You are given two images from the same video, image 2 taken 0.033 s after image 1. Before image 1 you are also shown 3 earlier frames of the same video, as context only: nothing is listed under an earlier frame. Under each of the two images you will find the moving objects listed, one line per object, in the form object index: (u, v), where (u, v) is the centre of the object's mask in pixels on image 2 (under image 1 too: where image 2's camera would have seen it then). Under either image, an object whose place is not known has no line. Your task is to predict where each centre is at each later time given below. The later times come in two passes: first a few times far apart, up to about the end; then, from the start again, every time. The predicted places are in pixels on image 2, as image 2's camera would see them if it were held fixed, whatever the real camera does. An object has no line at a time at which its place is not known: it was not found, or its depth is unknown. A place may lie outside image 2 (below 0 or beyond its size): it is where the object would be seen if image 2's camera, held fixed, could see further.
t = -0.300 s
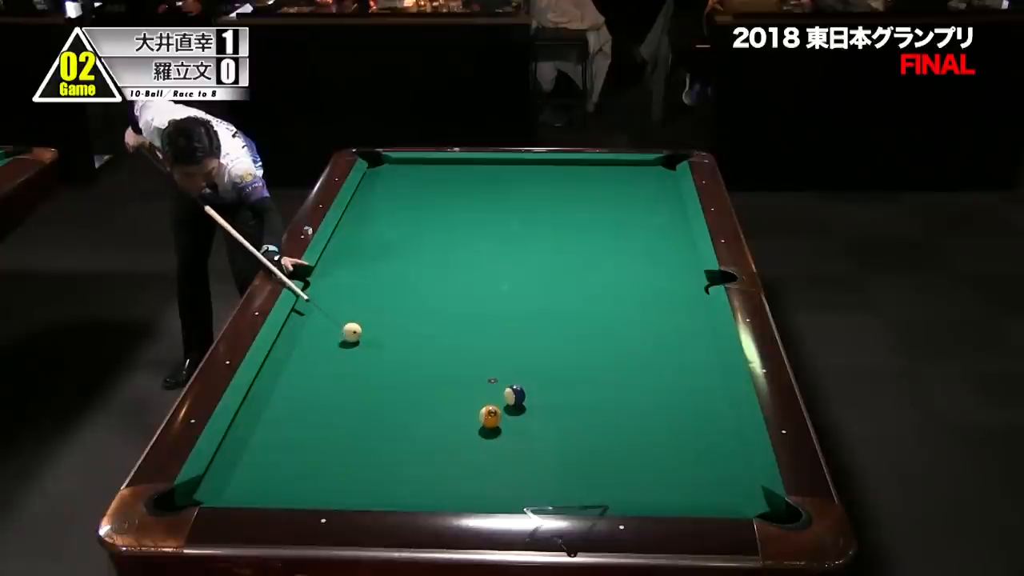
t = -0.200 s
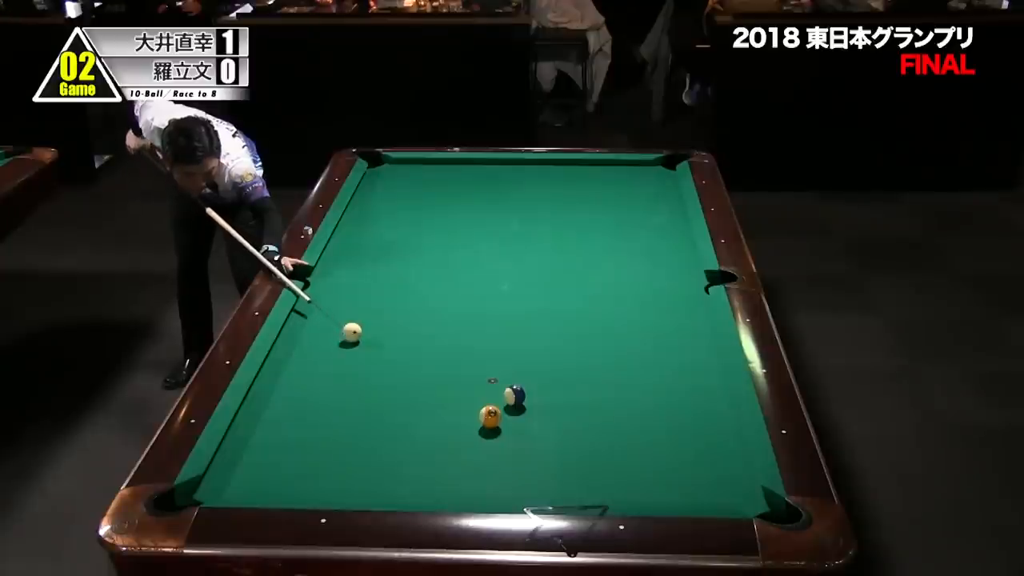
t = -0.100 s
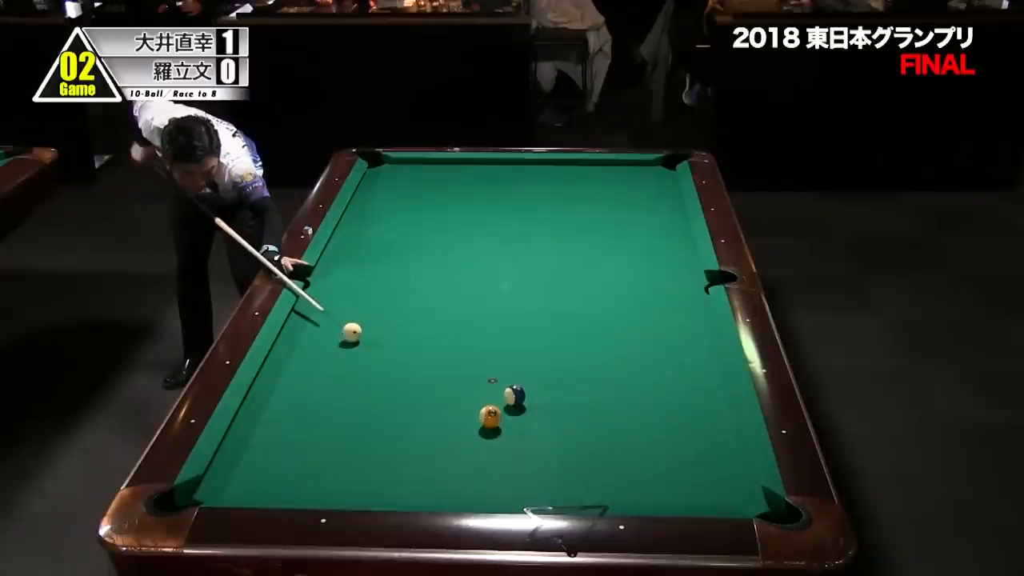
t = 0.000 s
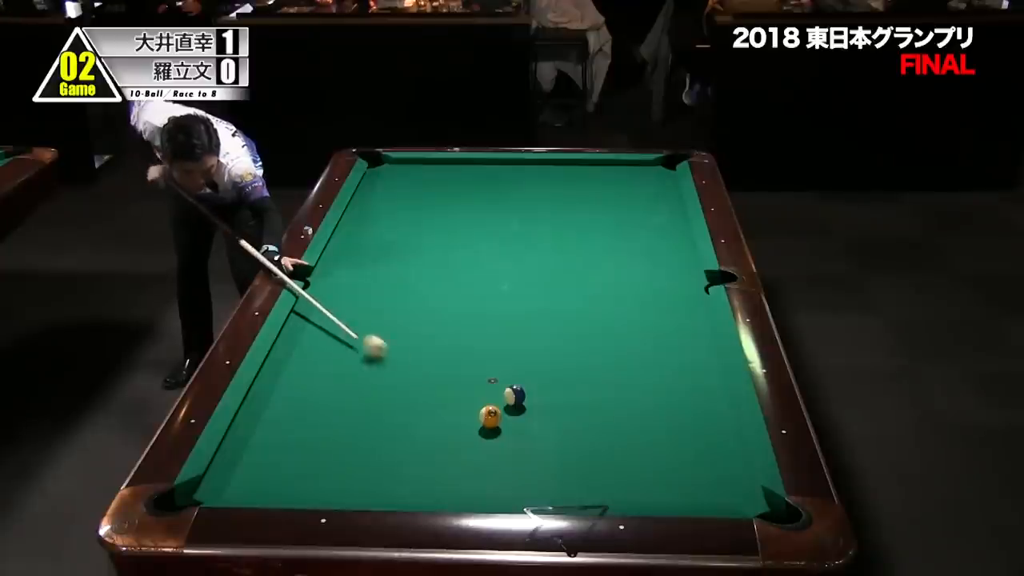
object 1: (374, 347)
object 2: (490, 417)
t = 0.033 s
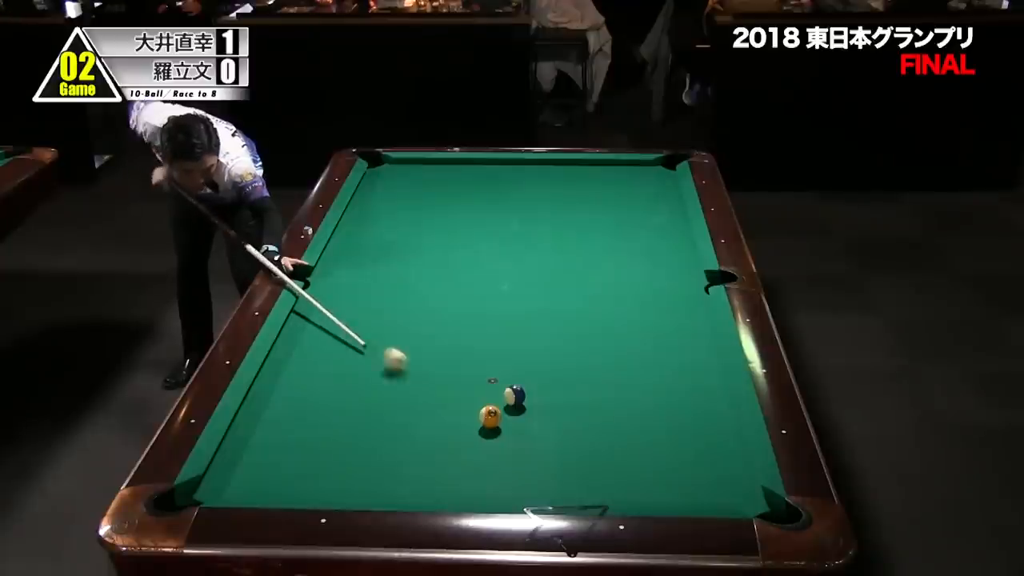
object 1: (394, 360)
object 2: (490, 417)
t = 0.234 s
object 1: (459, 423)
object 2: (556, 438)
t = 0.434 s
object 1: (439, 459)
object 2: (716, 489)
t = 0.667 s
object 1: (414, 490)
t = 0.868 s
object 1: (390, 471)
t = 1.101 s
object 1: (364, 448)
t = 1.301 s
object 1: (343, 431)
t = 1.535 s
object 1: (321, 412)
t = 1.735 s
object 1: (304, 398)
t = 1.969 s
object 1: (286, 382)
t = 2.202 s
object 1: (270, 368)
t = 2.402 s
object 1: (282, 360)
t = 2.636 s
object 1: (296, 352)
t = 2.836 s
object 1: (307, 345)
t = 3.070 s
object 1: (319, 338)
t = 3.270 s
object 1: (328, 333)
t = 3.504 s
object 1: (336, 327)
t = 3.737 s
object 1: (344, 322)
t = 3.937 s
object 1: (350, 318)
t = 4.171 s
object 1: (357, 314)
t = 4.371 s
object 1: (361, 312)
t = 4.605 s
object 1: (366, 309)
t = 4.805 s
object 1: (369, 307)
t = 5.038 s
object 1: (373, 305)
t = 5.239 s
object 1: (375, 304)
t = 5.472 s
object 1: (377, 304)
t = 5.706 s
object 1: (377, 304)
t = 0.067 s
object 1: (415, 373)
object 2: (490, 417)
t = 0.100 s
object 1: (436, 387)
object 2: (490, 417)
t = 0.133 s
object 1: (457, 401)
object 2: (490, 416)
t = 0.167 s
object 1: (470, 412)
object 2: (499, 420)
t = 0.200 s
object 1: (463, 418)
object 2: (527, 429)
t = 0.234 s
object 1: (459, 423)
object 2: (556, 438)
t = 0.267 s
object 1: (455, 429)
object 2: (584, 448)
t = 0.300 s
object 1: (452, 434)
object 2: (611, 456)
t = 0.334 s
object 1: (448, 440)
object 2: (638, 465)
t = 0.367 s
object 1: (445, 446)
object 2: (665, 473)
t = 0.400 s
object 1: (442, 452)
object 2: (691, 481)
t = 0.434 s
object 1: (439, 459)
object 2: (716, 489)
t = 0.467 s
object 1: (435, 465)
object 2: (742, 497)
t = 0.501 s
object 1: (432, 471)
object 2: (767, 506)
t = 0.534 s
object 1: (429, 478)
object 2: (783, 516)
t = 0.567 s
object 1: (425, 484)
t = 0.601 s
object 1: (422, 489)
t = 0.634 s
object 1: (419, 492)
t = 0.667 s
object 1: (414, 490)
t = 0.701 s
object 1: (410, 488)
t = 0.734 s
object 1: (406, 485)
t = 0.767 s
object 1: (402, 481)
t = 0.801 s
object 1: (398, 478)
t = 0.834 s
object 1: (394, 474)
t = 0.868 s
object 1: (390, 471)
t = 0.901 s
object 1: (386, 467)
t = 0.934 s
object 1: (382, 464)
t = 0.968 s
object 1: (378, 461)
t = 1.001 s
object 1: (374, 458)
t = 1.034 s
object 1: (370, 455)
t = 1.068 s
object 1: (367, 451)
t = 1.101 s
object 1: (364, 448)
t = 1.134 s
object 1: (360, 445)
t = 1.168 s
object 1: (356, 442)
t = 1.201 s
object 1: (353, 439)
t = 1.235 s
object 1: (350, 436)
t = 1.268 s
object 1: (346, 434)
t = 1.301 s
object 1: (343, 431)
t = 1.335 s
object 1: (340, 428)
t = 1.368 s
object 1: (336, 425)
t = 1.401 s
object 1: (333, 423)
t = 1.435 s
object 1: (330, 420)
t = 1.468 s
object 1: (327, 417)
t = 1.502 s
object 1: (324, 415)
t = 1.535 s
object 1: (321, 412)
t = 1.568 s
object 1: (319, 409)
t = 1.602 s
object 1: (315, 407)
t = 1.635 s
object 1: (312, 405)
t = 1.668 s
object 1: (310, 402)
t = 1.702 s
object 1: (307, 400)
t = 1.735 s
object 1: (304, 398)
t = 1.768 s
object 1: (301, 395)
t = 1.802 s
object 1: (299, 393)
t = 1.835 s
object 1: (296, 391)
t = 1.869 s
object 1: (294, 388)
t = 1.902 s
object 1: (291, 386)
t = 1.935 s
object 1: (289, 384)
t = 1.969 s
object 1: (286, 382)
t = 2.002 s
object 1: (284, 380)
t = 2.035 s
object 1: (281, 378)
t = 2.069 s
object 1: (279, 376)
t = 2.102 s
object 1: (276, 374)
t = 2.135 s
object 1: (274, 372)
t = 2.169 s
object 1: (272, 370)
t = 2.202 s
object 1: (270, 368)
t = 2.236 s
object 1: (272, 366)
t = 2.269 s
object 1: (274, 365)
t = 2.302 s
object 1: (277, 363)
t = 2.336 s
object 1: (278, 362)
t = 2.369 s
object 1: (280, 361)
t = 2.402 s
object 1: (282, 360)
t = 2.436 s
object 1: (285, 359)
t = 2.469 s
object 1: (287, 357)
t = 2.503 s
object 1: (289, 356)
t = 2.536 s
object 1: (291, 355)
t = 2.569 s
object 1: (293, 354)
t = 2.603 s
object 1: (294, 353)
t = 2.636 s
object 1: (296, 352)
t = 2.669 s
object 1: (298, 351)
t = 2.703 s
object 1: (300, 349)
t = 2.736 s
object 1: (302, 348)
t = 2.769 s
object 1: (304, 347)
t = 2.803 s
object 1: (306, 346)
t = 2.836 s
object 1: (307, 345)
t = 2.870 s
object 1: (309, 344)
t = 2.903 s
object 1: (310, 343)
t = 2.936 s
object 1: (312, 342)
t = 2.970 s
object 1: (314, 341)
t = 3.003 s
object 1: (316, 340)
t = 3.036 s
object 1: (317, 339)
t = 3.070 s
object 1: (319, 338)
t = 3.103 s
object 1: (320, 337)
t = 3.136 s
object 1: (322, 336)
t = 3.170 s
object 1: (323, 335)
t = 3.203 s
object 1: (325, 335)
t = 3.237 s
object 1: (326, 334)
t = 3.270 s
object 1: (328, 333)
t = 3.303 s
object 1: (329, 332)
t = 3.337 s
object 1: (331, 331)
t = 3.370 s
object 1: (332, 330)
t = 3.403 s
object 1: (333, 330)
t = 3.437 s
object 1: (334, 329)
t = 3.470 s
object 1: (335, 328)
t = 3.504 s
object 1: (336, 327)
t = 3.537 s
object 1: (337, 327)
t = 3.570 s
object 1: (338, 326)
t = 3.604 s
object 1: (340, 325)
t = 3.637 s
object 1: (341, 324)
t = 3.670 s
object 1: (342, 324)
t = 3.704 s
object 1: (343, 323)
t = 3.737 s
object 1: (344, 322)
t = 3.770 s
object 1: (345, 321)
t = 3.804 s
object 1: (346, 321)
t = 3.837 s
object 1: (347, 320)
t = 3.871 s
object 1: (348, 320)
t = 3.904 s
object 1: (349, 319)
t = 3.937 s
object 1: (350, 318)
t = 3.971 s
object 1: (351, 318)
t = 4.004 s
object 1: (352, 317)
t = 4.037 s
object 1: (353, 317)
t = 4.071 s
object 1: (354, 316)
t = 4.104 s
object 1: (355, 316)
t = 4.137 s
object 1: (356, 315)
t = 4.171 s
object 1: (357, 314)
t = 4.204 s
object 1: (357, 314)
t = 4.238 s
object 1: (358, 314)
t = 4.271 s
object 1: (359, 313)
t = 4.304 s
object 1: (360, 312)
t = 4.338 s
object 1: (360, 312)
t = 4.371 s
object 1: (361, 312)
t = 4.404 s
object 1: (362, 311)
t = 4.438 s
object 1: (363, 311)
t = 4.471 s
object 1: (363, 310)
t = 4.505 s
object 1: (364, 310)
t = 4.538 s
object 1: (365, 310)
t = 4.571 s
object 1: (365, 309)
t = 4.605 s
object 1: (366, 309)
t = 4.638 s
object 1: (367, 309)
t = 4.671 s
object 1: (367, 308)
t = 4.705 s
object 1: (368, 308)
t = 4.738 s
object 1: (368, 307)
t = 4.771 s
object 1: (369, 307)
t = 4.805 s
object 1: (369, 307)
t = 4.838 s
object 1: (370, 307)
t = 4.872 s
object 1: (370, 306)
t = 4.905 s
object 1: (371, 306)
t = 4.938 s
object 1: (371, 306)
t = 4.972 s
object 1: (372, 305)
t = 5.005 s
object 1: (372, 305)
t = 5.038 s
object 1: (373, 305)
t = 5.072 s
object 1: (373, 305)
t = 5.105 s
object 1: (374, 305)
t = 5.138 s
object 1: (374, 304)
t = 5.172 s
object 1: (374, 304)
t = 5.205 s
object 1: (375, 304)
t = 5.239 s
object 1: (375, 304)
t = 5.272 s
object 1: (375, 304)
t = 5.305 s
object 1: (376, 304)
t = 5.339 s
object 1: (376, 304)
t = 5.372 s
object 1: (376, 304)
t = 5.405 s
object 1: (376, 304)
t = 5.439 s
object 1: (377, 304)
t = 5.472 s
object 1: (377, 304)
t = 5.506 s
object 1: (377, 304)
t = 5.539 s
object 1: (377, 304)
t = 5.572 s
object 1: (377, 304)
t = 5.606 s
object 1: (377, 304)
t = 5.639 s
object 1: (377, 304)
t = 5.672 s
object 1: (377, 304)
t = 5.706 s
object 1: (377, 304)
